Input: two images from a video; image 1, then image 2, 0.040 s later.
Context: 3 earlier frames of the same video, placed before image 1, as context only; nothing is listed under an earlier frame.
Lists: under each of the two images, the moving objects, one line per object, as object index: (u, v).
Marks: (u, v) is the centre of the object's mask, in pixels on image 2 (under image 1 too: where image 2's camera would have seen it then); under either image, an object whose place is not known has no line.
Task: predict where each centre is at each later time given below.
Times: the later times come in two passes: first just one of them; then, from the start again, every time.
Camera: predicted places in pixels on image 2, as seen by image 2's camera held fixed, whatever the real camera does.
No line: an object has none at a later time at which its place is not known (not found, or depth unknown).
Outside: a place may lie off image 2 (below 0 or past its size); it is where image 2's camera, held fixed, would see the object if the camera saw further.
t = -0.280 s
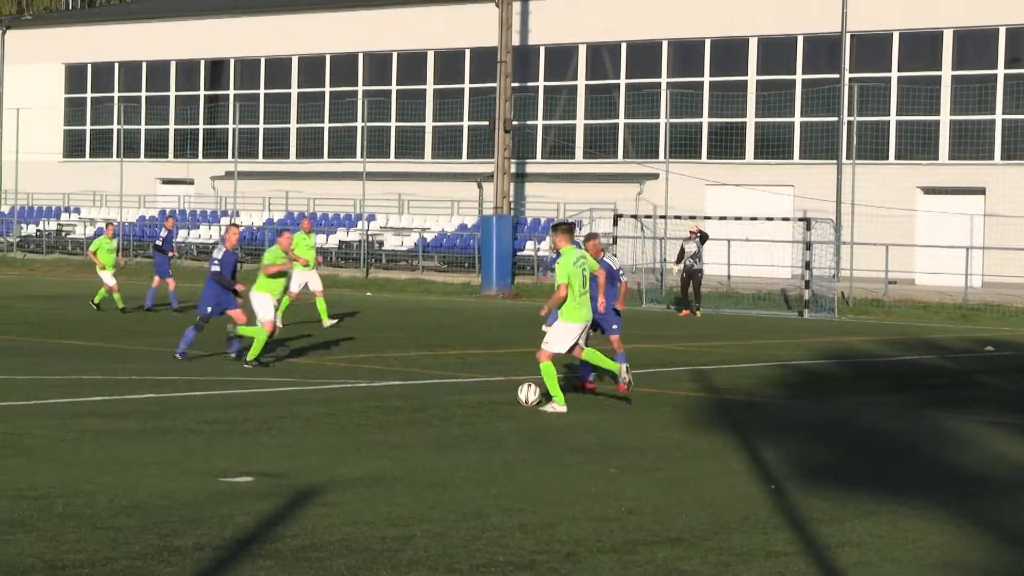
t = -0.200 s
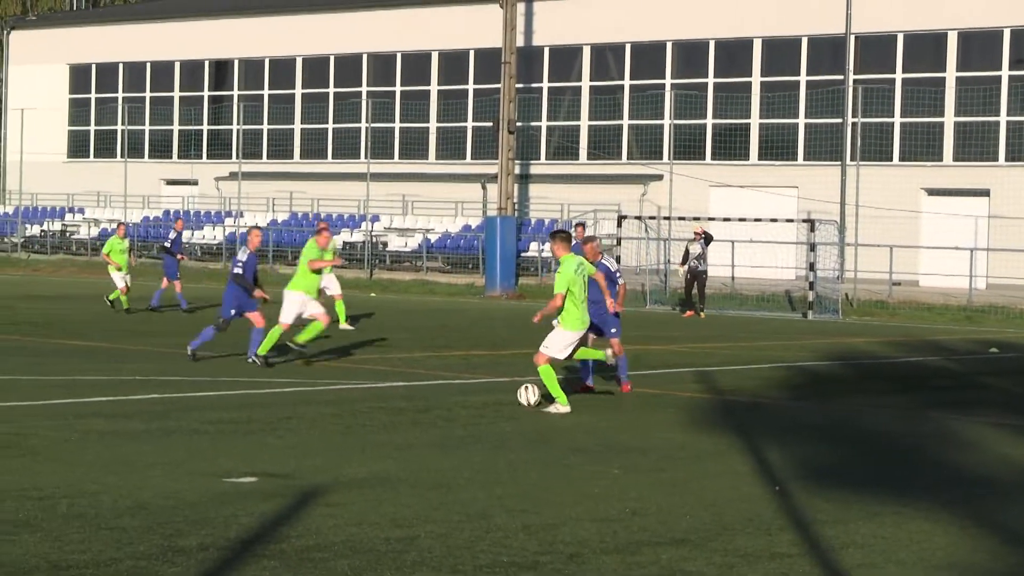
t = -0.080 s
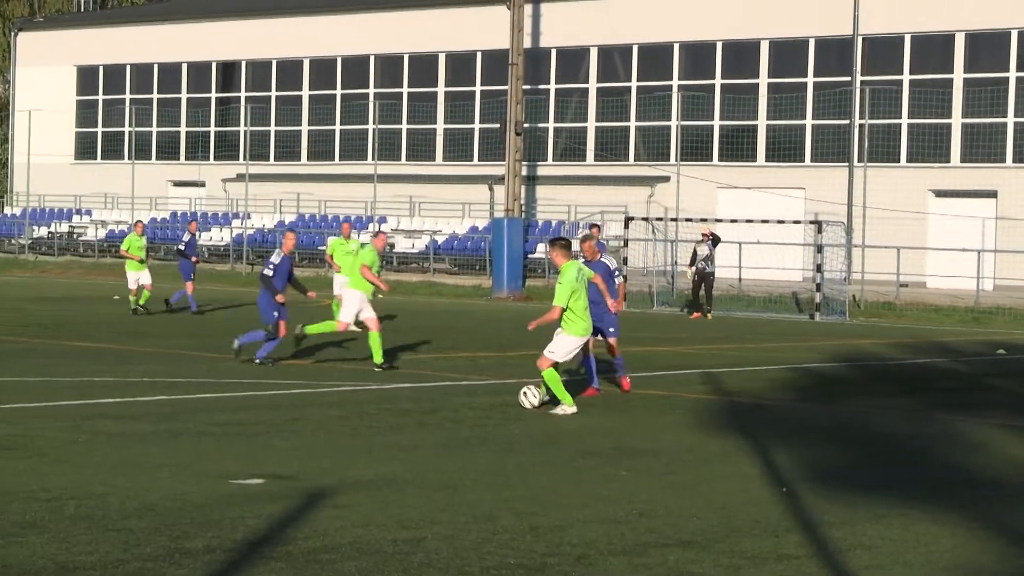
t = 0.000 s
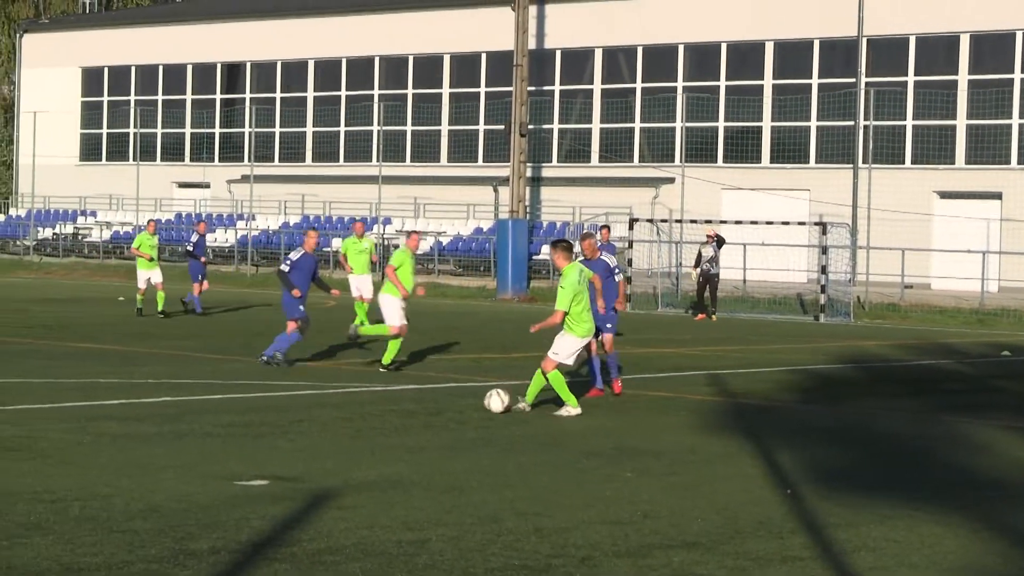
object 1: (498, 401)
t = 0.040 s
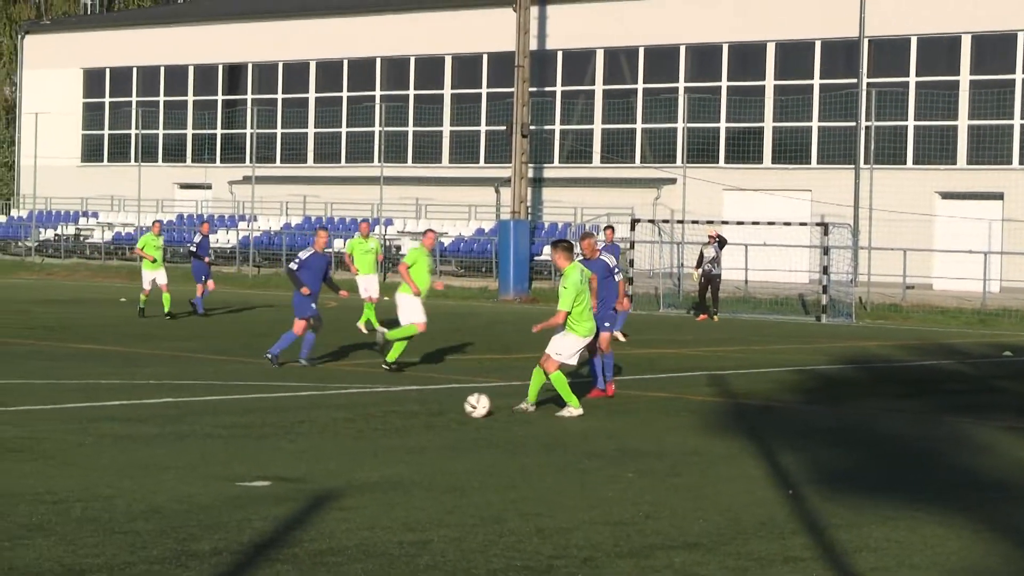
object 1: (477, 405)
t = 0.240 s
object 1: (368, 419)
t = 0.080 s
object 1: (456, 408)
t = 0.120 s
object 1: (434, 411)
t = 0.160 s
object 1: (412, 414)
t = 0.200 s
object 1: (390, 416)
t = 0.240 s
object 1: (368, 419)
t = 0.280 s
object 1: (345, 422)
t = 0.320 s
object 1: (323, 424)
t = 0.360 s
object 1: (300, 426)
